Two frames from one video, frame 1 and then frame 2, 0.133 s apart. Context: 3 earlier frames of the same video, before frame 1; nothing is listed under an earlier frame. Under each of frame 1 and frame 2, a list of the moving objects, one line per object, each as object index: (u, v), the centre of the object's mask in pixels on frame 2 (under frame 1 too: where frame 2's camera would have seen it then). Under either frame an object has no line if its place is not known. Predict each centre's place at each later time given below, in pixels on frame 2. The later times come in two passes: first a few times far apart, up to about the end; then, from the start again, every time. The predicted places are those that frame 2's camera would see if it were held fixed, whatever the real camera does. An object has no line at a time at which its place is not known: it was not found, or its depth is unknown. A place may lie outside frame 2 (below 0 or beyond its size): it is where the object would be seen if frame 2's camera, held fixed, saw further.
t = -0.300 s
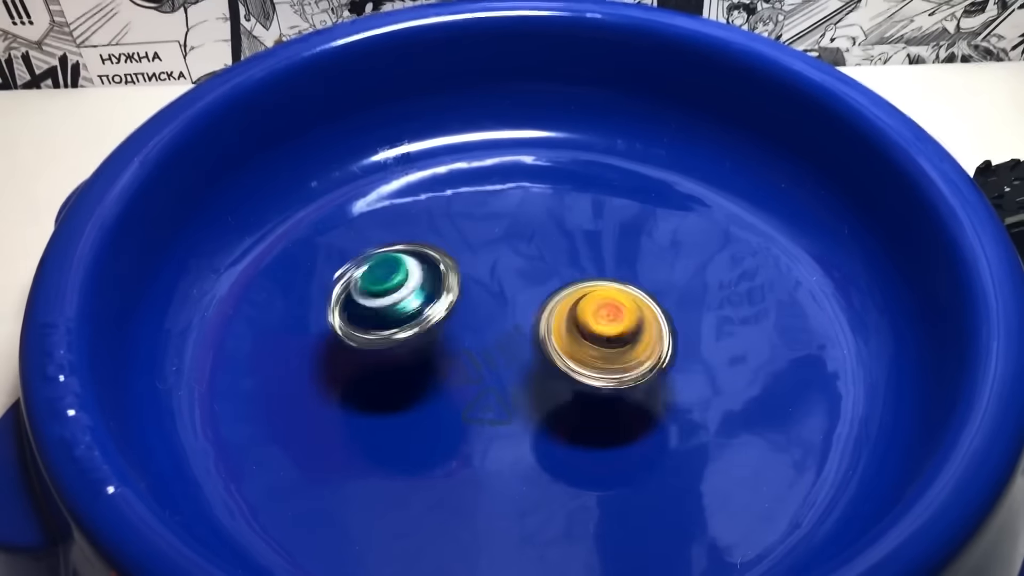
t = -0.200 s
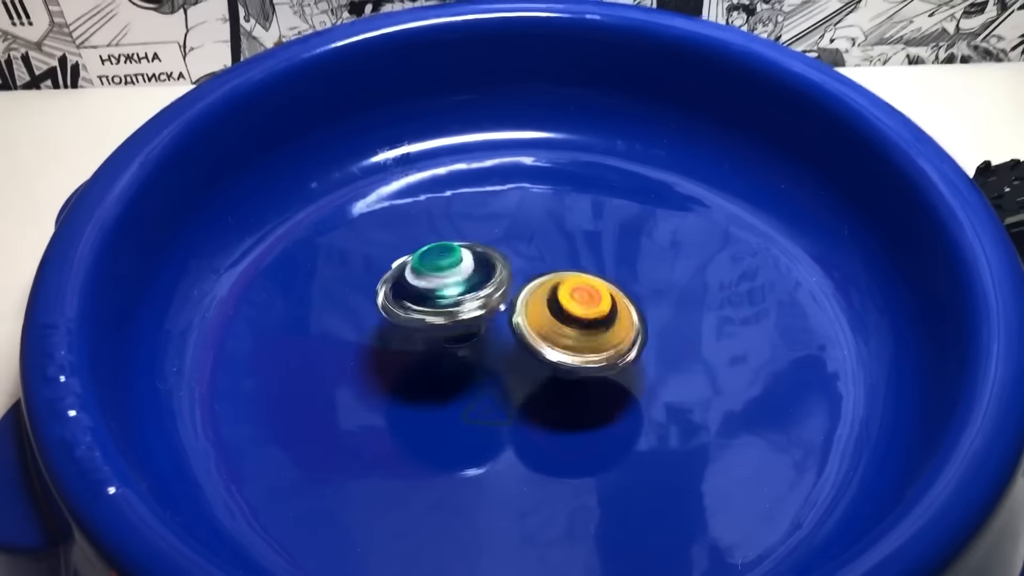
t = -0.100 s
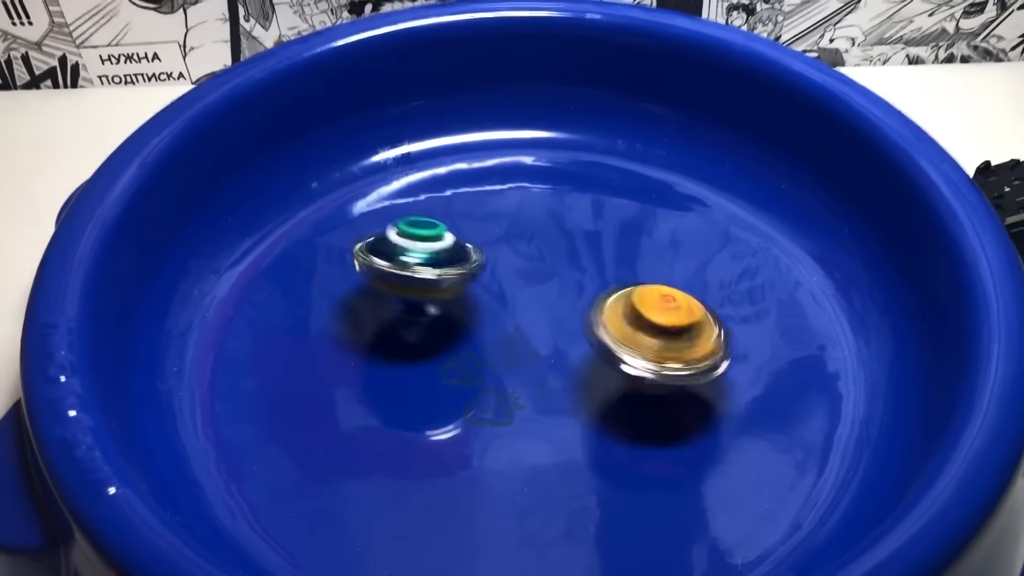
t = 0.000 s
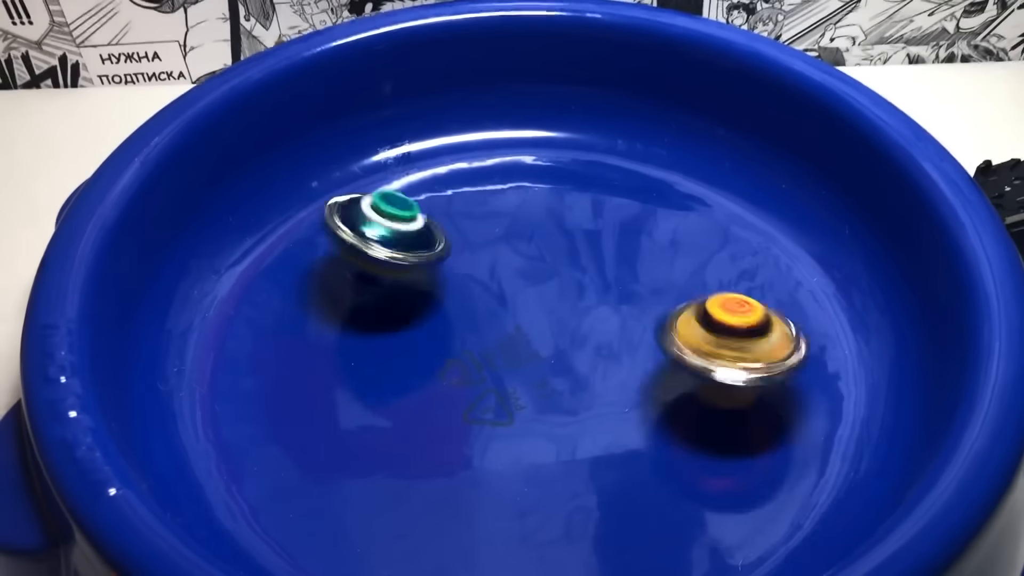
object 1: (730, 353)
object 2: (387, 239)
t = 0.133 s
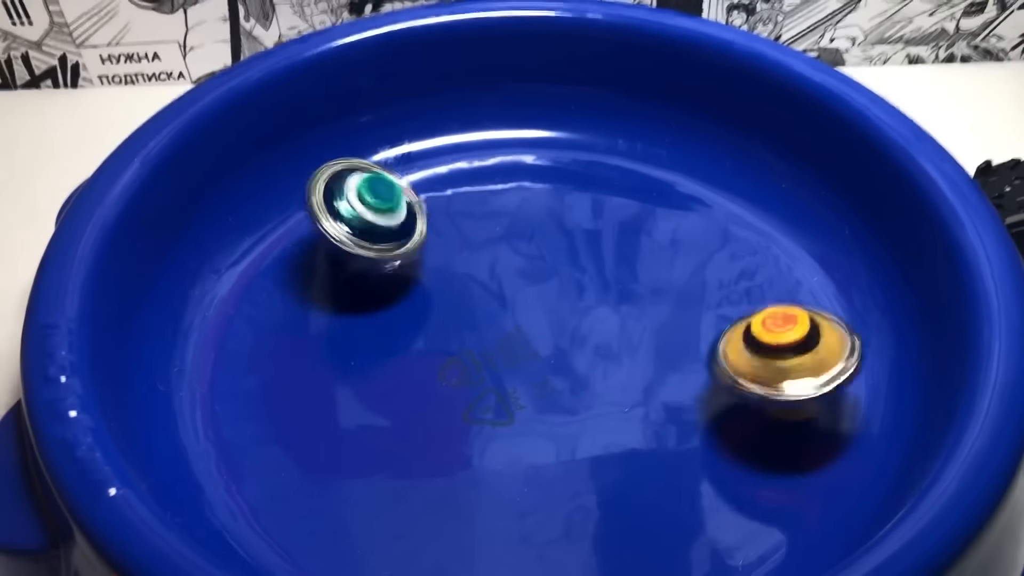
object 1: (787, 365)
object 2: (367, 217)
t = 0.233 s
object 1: (797, 386)
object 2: (369, 214)
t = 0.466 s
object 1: (777, 427)
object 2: (451, 244)
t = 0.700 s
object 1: (689, 384)
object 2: (562, 316)
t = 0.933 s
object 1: (798, 406)
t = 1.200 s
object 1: (623, 327)
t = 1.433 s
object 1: (492, 287)
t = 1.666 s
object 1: (606, 277)
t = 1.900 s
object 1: (685, 273)
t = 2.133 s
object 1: (699, 293)
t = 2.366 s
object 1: (691, 309)
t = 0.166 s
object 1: (793, 371)
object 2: (365, 212)
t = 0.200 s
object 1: (797, 377)
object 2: (366, 212)
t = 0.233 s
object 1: (797, 386)
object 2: (369, 214)
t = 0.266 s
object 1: (795, 394)
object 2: (376, 216)
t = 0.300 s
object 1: (794, 403)
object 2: (384, 217)
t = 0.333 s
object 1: (790, 411)
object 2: (394, 221)
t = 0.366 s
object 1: (789, 419)
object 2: (408, 223)
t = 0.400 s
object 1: (785, 423)
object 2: (421, 231)
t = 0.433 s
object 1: (780, 430)
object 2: (437, 233)
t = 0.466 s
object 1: (777, 427)
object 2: (451, 244)
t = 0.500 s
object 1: (769, 428)
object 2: (469, 248)
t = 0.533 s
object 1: (764, 421)
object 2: (483, 258)
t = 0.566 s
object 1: (754, 419)
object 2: (502, 272)
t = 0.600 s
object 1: (742, 409)
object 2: (519, 286)
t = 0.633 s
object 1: (727, 403)
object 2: (533, 296)
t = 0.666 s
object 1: (707, 387)
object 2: (549, 312)
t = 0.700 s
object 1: (689, 384)
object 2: (562, 316)
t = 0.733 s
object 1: (684, 376)
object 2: (574, 336)
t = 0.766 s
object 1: (722, 384)
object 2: (535, 333)
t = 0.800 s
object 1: (774, 403)
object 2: (501, 338)
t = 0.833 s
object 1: (813, 406)
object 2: (466, 322)
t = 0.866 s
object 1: (849, 409)
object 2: (437, 331)
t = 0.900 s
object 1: (824, 408)
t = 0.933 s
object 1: (798, 406)
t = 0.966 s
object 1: (775, 403)
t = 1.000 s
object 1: (754, 389)
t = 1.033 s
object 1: (731, 380)
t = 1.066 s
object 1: (709, 367)
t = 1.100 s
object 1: (686, 355)
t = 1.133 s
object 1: (666, 349)
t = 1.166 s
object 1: (646, 338)
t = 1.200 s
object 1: (623, 327)
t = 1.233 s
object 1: (601, 318)
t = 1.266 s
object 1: (579, 303)
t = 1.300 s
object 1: (560, 299)
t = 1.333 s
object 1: (539, 295)
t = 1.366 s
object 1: (520, 287)
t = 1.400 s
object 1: (506, 284)
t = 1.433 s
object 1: (492, 287)
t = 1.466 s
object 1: (482, 281)
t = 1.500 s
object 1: (502, 272)
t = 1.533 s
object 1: (523, 277)
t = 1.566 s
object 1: (545, 281)
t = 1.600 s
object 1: (567, 270)
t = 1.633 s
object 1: (584, 270)
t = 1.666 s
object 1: (606, 277)
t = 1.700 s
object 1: (620, 266)
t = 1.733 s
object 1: (635, 265)
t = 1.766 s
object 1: (649, 274)
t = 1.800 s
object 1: (659, 267)
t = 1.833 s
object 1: (670, 262)
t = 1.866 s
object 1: (681, 269)
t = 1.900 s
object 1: (685, 273)
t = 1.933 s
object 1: (689, 271)
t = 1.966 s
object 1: (693, 272)
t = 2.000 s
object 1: (699, 279)
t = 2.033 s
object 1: (702, 284)
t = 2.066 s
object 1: (704, 282)
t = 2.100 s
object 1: (702, 284)
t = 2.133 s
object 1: (699, 293)
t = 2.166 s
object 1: (699, 300)
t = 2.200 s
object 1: (699, 296)
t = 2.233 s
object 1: (695, 299)
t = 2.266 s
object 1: (691, 309)
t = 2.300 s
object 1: (688, 316)
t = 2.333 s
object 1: (686, 310)
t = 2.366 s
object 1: (691, 309)
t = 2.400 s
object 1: (702, 309)
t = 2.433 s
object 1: (714, 313)
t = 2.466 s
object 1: (720, 316)
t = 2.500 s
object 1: (727, 318)
